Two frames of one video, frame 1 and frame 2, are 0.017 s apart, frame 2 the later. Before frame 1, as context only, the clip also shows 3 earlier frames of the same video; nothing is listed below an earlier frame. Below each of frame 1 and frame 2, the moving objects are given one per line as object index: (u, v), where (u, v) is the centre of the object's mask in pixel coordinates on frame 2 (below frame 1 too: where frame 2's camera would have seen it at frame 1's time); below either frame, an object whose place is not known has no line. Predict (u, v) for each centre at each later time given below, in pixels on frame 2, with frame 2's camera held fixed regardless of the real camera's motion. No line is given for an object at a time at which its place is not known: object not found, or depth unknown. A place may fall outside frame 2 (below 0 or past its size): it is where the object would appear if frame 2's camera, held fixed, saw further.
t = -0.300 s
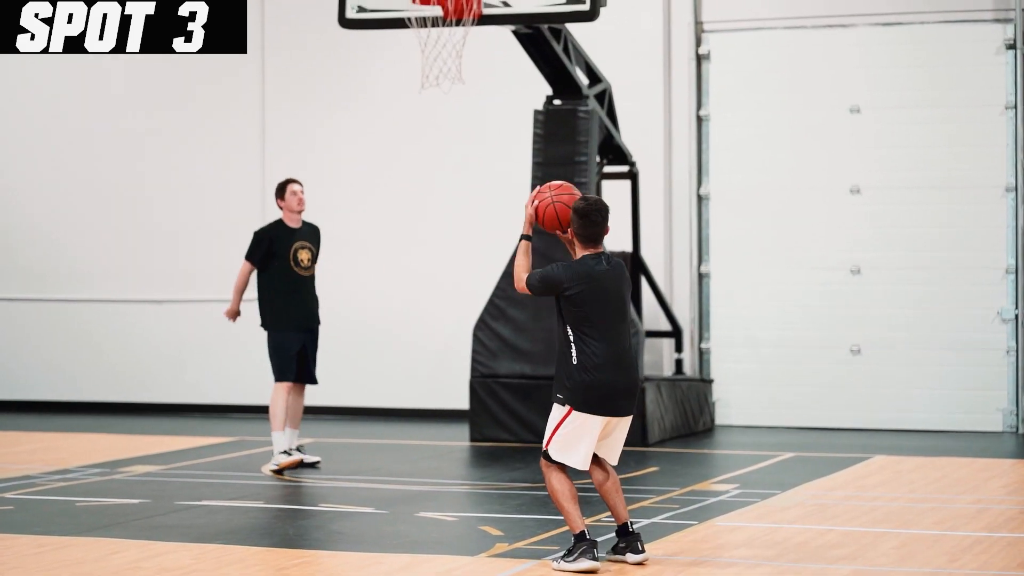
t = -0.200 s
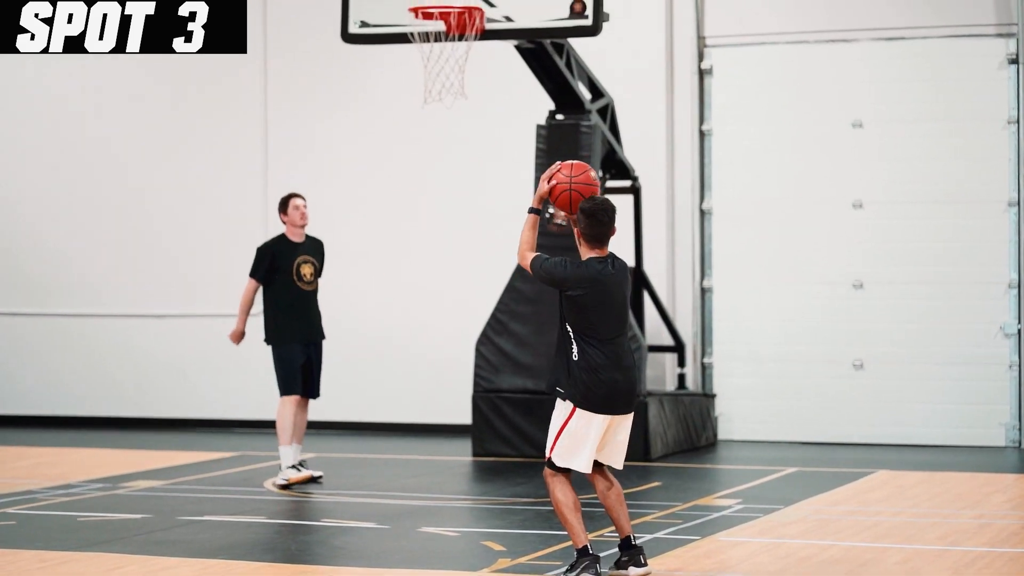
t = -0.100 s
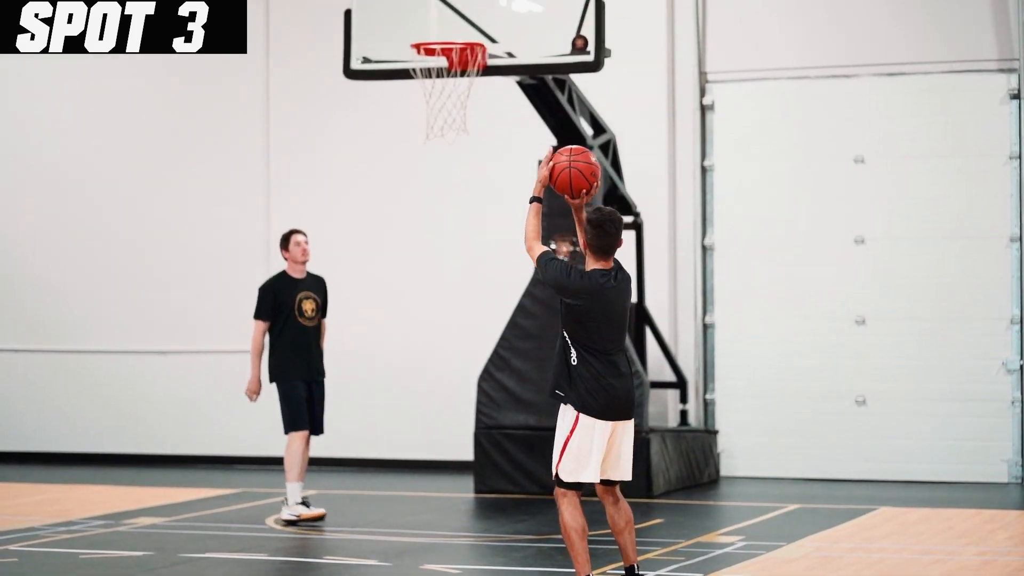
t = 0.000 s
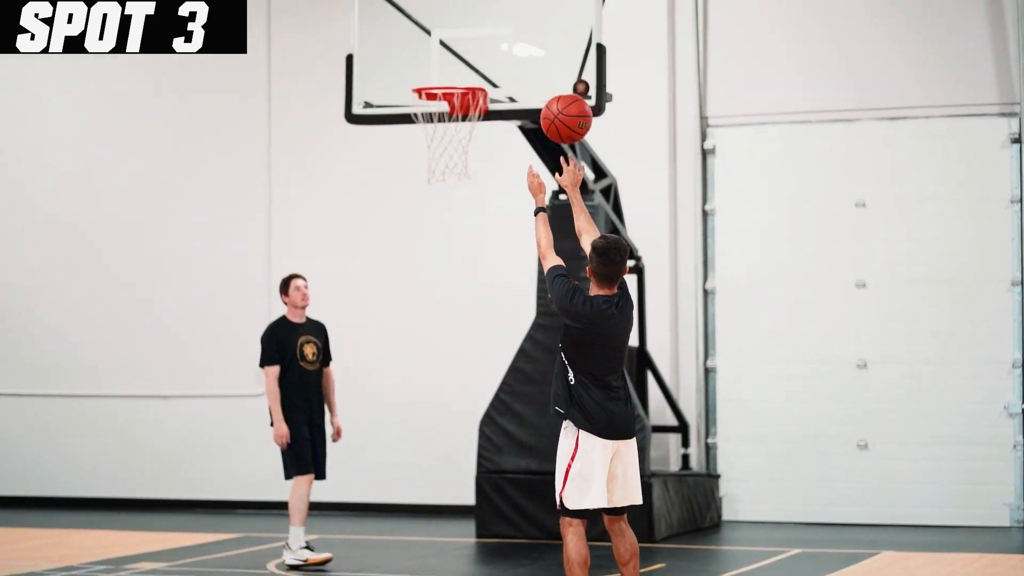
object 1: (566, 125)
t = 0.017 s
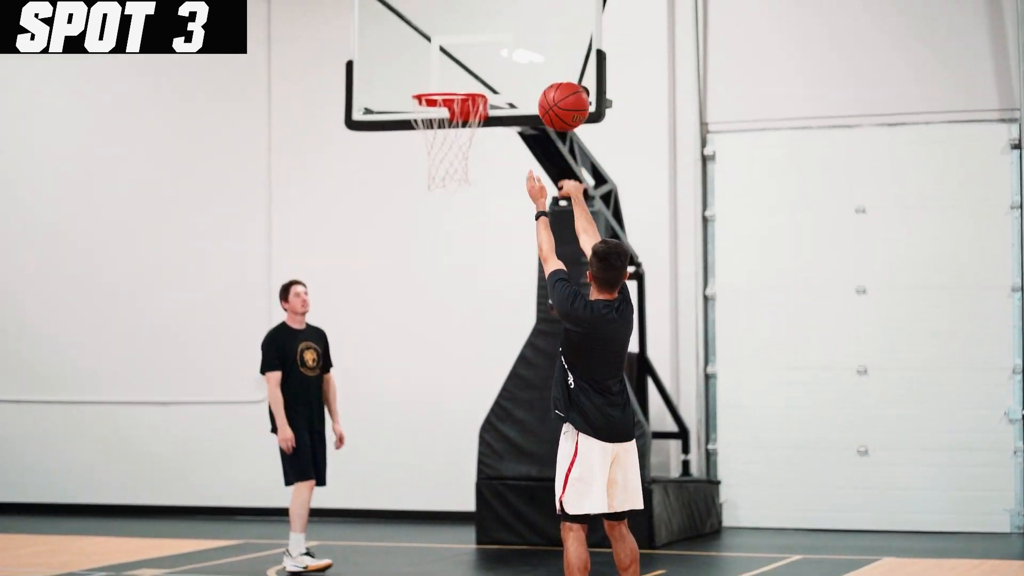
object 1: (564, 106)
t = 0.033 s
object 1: (561, 88)
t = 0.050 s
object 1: (558, 71)
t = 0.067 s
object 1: (555, 55)
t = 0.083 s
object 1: (552, 39)
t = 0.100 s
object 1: (549, 24)
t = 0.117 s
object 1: (546, 9)
